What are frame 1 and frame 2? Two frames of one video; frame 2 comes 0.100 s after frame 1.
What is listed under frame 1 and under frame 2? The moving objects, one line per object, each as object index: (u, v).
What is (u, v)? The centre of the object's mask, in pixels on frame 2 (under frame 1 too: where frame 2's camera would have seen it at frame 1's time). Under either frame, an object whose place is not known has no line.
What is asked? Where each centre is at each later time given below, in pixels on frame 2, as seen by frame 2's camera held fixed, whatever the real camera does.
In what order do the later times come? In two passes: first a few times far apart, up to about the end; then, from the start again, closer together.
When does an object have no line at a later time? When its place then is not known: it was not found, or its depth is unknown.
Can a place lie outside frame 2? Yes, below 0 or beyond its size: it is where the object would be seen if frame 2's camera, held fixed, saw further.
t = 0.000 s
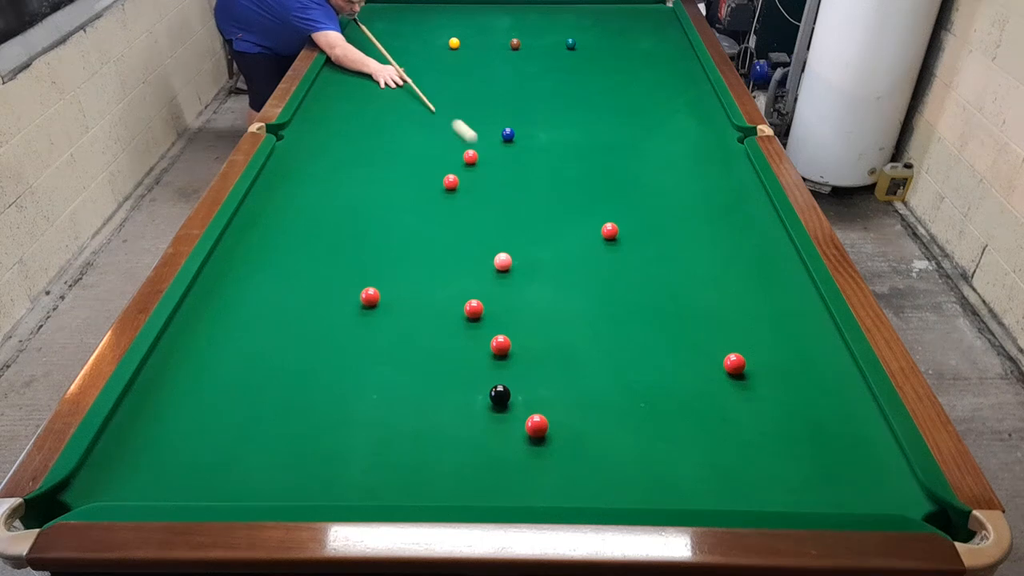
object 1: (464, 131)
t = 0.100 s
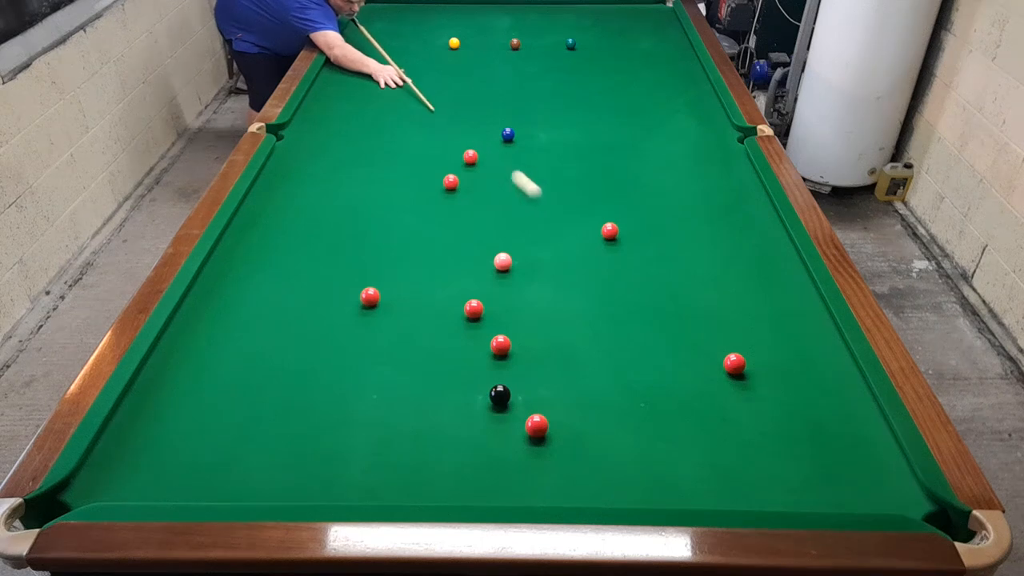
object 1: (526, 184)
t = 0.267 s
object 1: (665, 305)
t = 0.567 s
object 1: (701, 357)
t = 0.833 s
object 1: (682, 361)
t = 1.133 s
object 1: (664, 364)
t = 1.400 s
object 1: (650, 367)
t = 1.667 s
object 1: (638, 369)
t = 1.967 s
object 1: (628, 371)
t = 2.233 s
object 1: (623, 372)
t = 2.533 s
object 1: (621, 372)
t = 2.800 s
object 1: (621, 372)
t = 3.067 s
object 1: (621, 372)
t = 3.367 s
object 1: (621, 372)
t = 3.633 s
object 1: (621, 372)
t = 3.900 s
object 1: (621, 372)
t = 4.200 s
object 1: (621, 372)
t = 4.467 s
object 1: (621, 372)
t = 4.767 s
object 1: (621, 372)
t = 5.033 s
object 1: (621, 372)
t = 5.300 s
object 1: (621, 372)
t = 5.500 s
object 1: (621, 372)
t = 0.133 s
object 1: (550, 205)
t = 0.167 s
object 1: (575, 227)
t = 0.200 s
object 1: (602, 250)
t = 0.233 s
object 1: (633, 276)
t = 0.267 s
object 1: (665, 305)
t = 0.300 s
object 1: (702, 336)
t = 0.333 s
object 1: (718, 352)
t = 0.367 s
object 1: (716, 354)
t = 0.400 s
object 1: (714, 355)
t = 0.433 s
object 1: (711, 356)
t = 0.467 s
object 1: (708, 356)
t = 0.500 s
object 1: (706, 357)
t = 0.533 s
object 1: (703, 357)
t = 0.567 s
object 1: (701, 357)
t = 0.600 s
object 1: (698, 358)
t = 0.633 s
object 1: (696, 358)
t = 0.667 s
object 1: (693, 359)
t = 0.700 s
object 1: (691, 359)
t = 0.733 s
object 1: (689, 360)
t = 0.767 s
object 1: (687, 360)
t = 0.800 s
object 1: (684, 361)
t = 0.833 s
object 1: (682, 361)
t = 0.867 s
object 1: (680, 361)
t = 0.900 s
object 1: (678, 362)
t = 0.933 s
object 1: (676, 362)
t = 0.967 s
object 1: (674, 363)
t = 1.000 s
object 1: (672, 363)
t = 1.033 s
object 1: (670, 363)
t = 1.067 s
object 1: (668, 364)
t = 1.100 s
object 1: (666, 364)
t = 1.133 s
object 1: (664, 364)
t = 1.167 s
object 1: (662, 365)
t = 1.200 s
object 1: (660, 365)
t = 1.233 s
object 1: (658, 365)
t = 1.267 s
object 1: (656, 366)
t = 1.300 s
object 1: (655, 366)
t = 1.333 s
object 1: (653, 366)
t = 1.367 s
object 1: (651, 367)
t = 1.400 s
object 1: (650, 367)
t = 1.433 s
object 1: (648, 367)
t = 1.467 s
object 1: (646, 367)
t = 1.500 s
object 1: (645, 368)
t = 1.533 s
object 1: (643, 368)
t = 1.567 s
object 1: (642, 368)
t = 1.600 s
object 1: (641, 368)
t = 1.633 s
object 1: (639, 369)
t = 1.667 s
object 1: (638, 369)
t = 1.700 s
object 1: (637, 369)
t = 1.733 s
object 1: (636, 369)
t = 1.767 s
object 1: (634, 369)
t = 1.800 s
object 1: (633, 370)
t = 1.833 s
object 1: (632, 370)
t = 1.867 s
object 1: (631, 370)
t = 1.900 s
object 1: (630, 370)
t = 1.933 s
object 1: (629, 370)
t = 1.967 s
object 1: (628, 371)
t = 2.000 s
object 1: (628, 371)
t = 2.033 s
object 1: (627, 371)
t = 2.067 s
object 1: (626, 371)
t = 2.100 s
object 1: (625, 371)
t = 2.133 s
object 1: (625, 371)
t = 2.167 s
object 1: (624, 371)
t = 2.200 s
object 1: (624, 371)
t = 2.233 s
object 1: (623, 372)
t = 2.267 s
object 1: (623, 372)
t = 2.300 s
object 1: (622, 372)
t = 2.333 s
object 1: (622, 372)
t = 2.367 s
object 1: (622, 372)
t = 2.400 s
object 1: (622, 372)
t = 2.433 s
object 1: (622, 372)
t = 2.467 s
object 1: (621, 372)
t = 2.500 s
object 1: (621, 372)
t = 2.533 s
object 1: (621, 372)
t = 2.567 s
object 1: (621, 372)
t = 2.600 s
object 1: (621, 372)
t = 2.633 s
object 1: (621, 372)
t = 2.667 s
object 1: (621, 372)
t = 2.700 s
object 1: (621, 372)
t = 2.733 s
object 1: (621, 372)
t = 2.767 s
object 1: (621, 372)
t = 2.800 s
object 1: (621, 372)
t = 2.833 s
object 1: (621, 372)
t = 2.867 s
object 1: (621, 372)
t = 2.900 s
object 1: (621, 372)
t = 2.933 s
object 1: (621, 372)
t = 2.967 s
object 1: (621, 372)
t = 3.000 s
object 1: (621, 372)
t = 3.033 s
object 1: (621, 372)
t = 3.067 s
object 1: (621, 372)
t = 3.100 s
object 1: (621, 372)
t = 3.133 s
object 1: (621, 372)
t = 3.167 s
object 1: (621, 372)
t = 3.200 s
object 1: (621, 372)
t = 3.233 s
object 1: (621, 372)
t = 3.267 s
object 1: (621, 372)
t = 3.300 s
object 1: (621, 372)
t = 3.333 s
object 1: (621, 372)
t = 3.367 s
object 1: (621, 372)
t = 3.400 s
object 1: (621, 372)
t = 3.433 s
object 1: (621, 372)
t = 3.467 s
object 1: (621, 372)
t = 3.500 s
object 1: (621, 372)
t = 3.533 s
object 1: (621, 372)
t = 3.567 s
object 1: (621, 372)
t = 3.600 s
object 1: (621, 372)
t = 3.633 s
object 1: (621, 372)
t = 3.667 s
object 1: (621, 372)
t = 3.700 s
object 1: (621, 372)
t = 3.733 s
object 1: (621, 372)
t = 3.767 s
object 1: (621, 372)
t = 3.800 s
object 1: (621, 372)
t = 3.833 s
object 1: (621, 372)
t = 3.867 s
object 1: (621, 372)
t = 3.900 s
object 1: (621, 372)
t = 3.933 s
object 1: (621, 372)
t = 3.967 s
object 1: (621, 372)
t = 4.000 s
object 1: (621, 372)
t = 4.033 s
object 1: (621, 372)
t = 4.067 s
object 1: (621, 372)
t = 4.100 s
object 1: (621, 372)
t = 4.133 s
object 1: (621, 372)
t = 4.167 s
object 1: (621, 372)
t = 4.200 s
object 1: (621, 372)
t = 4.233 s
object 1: (621, 372)
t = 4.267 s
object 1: (621, 372)
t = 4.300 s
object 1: (621, 372)
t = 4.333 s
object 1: (621, 372)
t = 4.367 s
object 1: (621, 372)
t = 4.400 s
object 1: (621, 372)
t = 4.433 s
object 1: (621, 372)
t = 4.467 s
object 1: (621, 372)
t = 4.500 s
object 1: (621, 372)
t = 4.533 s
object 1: (621, 372)
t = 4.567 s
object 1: (621, 372)
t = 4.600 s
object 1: (621, 372)
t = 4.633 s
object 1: (621, 372)
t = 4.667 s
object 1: (621, 372)
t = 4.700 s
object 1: (621, 372)
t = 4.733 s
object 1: (621, 372)
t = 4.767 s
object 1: (621, 372)
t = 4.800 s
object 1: (621, 372)
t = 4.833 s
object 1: (621, 372)
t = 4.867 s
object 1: (621, 372)
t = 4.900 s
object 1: (621, 372)
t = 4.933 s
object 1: (621, 372)
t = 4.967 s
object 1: (621, 373)
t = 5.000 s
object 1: (621, 372)
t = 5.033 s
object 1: (621, 372)
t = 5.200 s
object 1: (620, 371)
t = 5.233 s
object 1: (621, 373)
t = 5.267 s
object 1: (621, 372)
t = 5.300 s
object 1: (621, 372)
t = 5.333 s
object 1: (621, 372)
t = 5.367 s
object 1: (621, 372)
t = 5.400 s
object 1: (621, 372)
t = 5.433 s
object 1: (621, 372)
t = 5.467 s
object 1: (621, 372)
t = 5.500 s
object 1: (621, 372)
